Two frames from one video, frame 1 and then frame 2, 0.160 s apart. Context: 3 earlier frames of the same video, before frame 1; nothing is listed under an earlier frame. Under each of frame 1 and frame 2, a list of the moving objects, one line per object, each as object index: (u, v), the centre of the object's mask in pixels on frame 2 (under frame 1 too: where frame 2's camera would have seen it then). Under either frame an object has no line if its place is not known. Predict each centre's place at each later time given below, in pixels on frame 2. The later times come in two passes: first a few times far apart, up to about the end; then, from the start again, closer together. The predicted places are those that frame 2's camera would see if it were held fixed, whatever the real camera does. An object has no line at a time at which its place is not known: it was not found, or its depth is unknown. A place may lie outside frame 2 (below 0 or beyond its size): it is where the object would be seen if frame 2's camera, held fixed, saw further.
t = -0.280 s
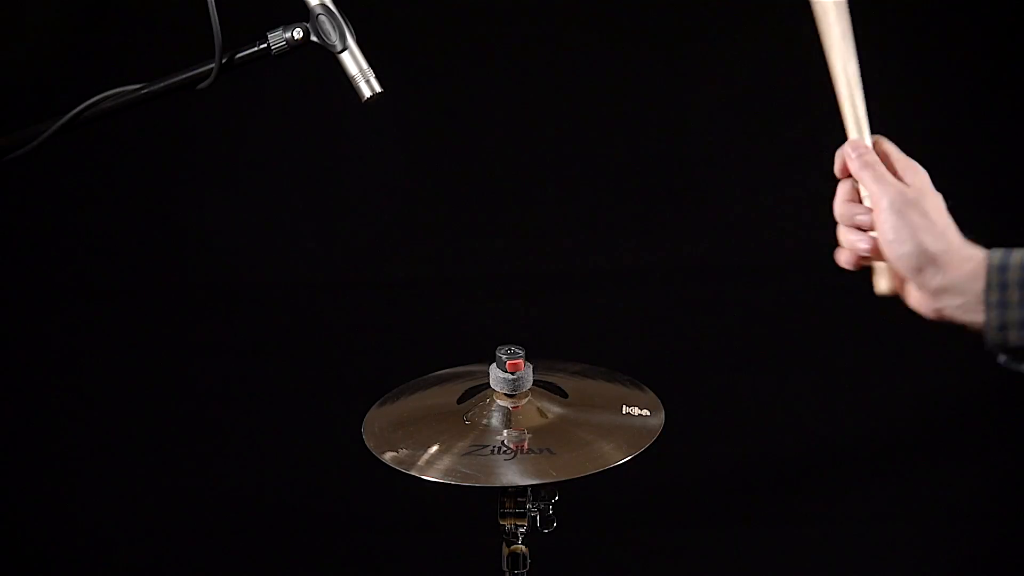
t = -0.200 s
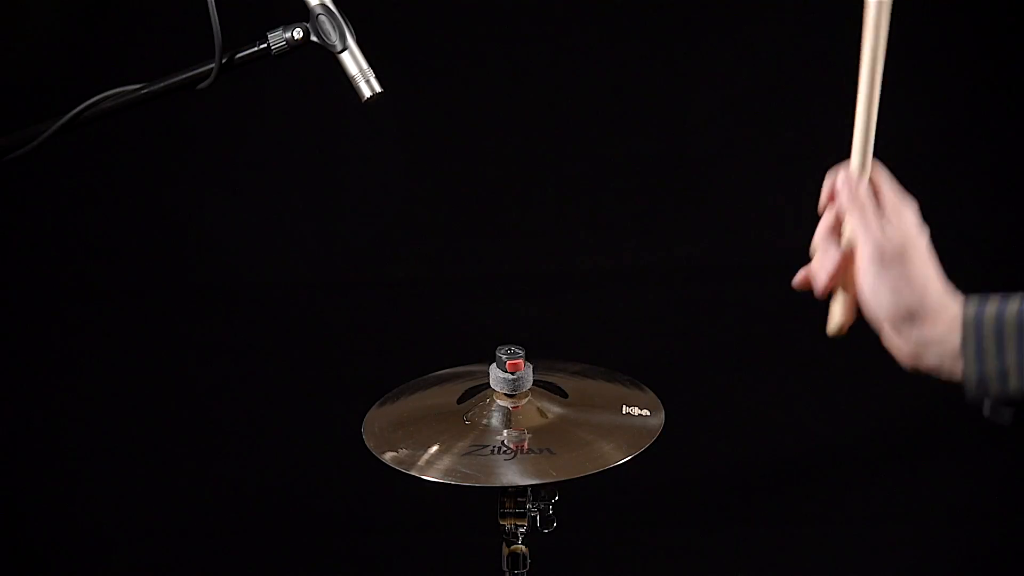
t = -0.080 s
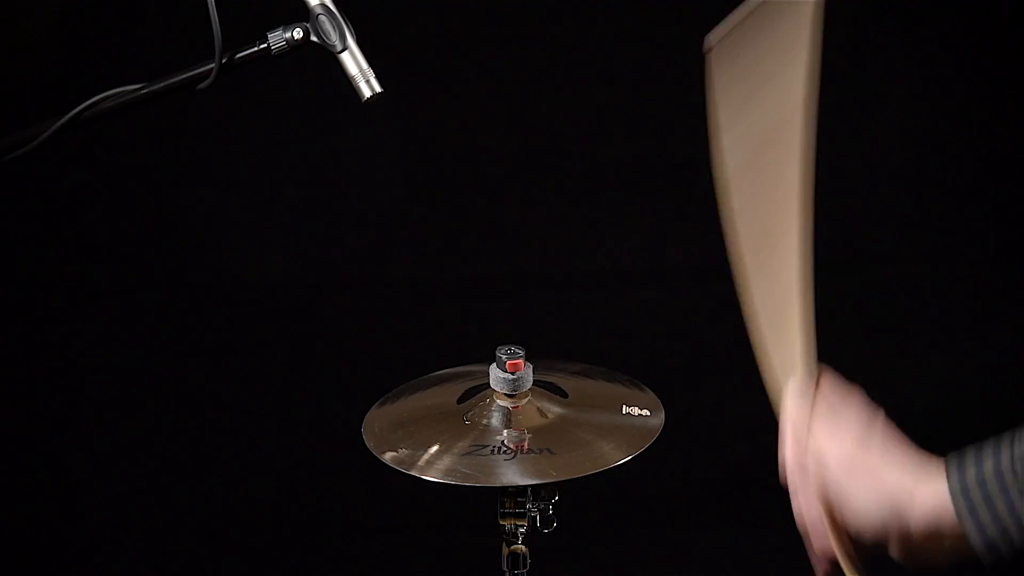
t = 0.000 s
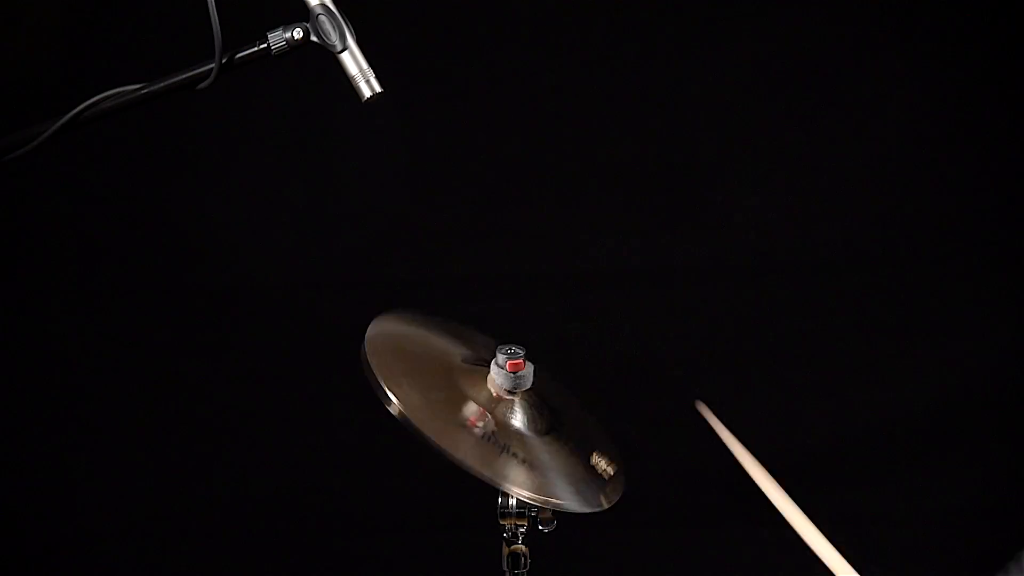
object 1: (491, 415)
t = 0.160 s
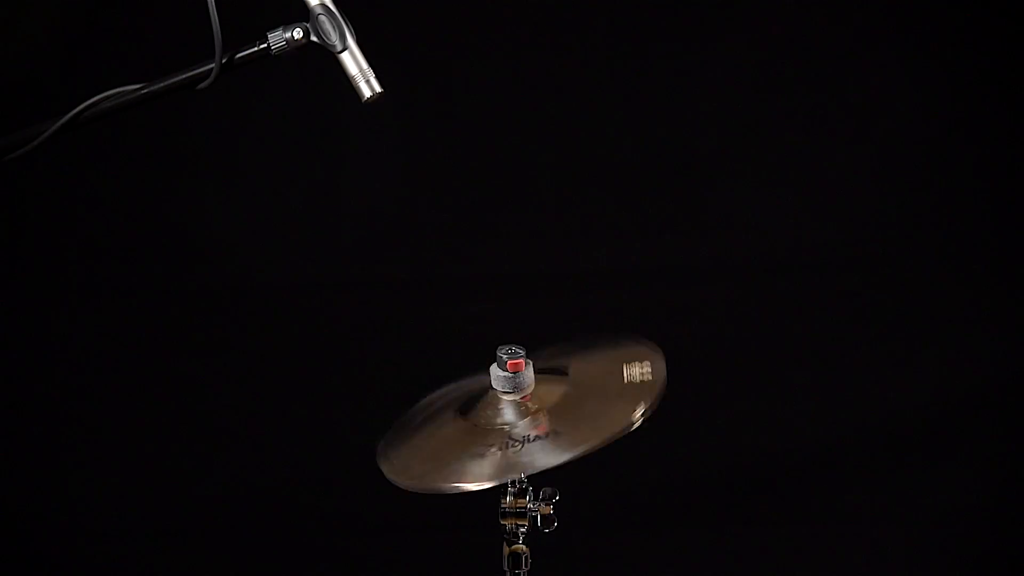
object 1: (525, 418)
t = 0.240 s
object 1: (507, 424)
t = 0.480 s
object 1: (519, 424)
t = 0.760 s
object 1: (511, 426)
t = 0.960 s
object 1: (514, 426)
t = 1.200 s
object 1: (514, 426)
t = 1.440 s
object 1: (514, 426)
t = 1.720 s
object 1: (514, 426)
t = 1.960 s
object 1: (514, 426)
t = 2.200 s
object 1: (514, 426)
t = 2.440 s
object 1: (514, 426)
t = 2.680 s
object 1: (514, 426)
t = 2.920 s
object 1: (514, 425)
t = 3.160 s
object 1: (514, 425)
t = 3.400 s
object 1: (514, 425)
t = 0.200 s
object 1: (518, 423)
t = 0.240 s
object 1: (507, 424)
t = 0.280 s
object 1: (503, 422)
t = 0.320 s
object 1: (503, 421)
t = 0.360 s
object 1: (505, 423)
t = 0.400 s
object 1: (509, 425)
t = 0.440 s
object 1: (515, 426)
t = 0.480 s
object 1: (519, 424)
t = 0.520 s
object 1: (520, 423)
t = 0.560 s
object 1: (519, 424)
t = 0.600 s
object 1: (517, 425)
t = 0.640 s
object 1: (514, 426)
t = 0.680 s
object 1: (511, 425)
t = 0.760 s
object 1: (511, 426)
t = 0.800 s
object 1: (514, 426)
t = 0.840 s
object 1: (516, 426)
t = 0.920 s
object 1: (515, 426)
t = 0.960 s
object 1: (514, 426)
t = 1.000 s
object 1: (513, 426)
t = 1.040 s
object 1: (513, 426)
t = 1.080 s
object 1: (514, 426)
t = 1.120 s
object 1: (514, 426)
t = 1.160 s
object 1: (514, 426)
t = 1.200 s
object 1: (514, 426)
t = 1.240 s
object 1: (514, 426)
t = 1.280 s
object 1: (514, 426)
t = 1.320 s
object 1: (514, 426)
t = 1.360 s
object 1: (514, 426)
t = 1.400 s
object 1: (514, 426)
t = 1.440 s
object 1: (514, 426)
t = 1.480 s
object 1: (514, 426)
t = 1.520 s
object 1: (514, 426)
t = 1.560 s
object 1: (514, 426)
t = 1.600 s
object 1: (514, 426)
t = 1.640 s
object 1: (514, 426)
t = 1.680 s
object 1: (514, 426)
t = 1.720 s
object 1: (514, 426)
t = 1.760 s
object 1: (514, 426)
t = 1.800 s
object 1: (514, 426)
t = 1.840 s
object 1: (514, 426)
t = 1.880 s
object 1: (514, 426)
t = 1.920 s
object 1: (514, 426)
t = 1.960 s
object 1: (514, 426)
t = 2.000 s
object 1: (514, 426)
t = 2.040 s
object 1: (514, 426)
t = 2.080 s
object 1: (514, 426)
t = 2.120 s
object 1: (514, 426)
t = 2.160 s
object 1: (514, 426)
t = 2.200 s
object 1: (514, 426)
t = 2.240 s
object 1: (514, 426)
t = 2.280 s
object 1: (514, 426)
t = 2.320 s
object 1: (514, 426)
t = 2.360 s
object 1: (514, 426)
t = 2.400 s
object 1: (514, 426)
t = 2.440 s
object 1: (514, 426)
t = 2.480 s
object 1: (514, 426)
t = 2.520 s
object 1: (514, 426)
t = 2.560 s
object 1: (514, 426)
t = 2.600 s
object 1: (514, 426)
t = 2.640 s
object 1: (514, 426)
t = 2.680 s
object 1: (514, 426)
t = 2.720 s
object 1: (514, 425)
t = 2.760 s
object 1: (514, 425)
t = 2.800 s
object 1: (514, 426)
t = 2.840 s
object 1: (514, 426)
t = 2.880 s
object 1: (514, 426)
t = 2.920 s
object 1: (514, 425)
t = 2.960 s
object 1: (514, 425)
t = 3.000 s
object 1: (514, 425)
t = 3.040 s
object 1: (514, 425)
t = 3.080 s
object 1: (514, 425)
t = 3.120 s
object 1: (514, 426)
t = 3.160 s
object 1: (514, 425)
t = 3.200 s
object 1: (514, 425)
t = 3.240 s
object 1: (514, 425)
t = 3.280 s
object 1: (514, 425)
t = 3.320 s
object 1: (514, 425)
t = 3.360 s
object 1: (514, 425)
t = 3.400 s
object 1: (514, 425)
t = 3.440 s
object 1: (514, 425)
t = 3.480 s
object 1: (514, 425)
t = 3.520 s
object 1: (514, 425)
